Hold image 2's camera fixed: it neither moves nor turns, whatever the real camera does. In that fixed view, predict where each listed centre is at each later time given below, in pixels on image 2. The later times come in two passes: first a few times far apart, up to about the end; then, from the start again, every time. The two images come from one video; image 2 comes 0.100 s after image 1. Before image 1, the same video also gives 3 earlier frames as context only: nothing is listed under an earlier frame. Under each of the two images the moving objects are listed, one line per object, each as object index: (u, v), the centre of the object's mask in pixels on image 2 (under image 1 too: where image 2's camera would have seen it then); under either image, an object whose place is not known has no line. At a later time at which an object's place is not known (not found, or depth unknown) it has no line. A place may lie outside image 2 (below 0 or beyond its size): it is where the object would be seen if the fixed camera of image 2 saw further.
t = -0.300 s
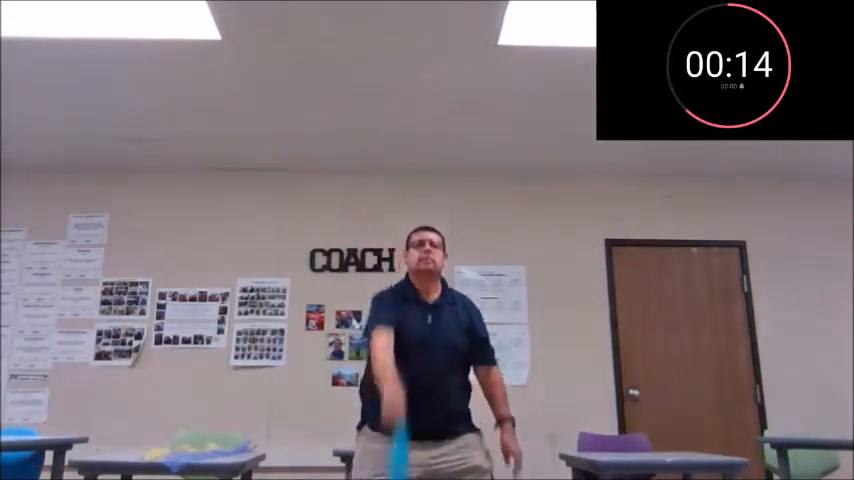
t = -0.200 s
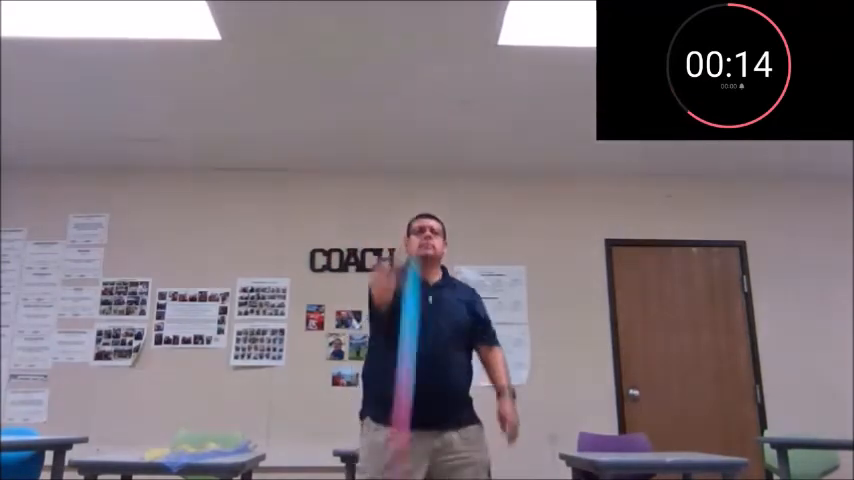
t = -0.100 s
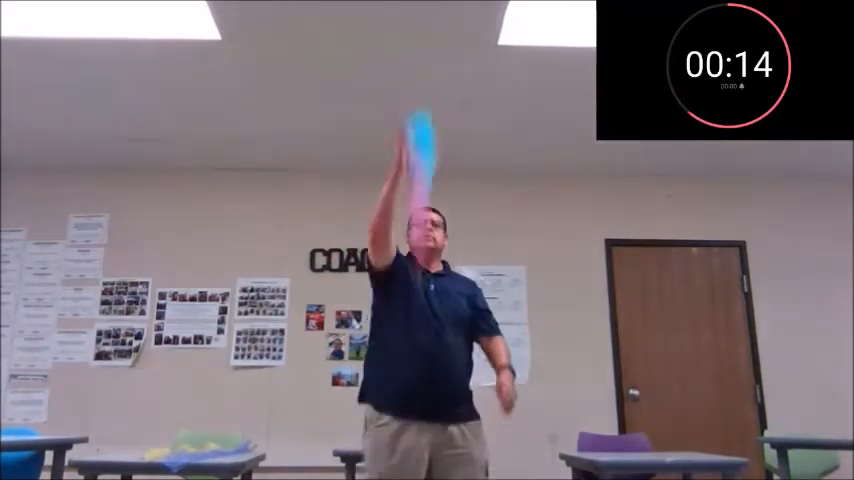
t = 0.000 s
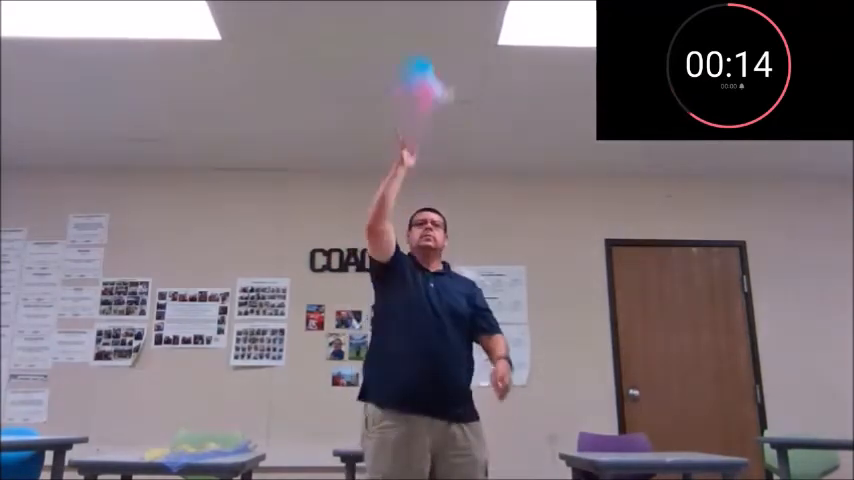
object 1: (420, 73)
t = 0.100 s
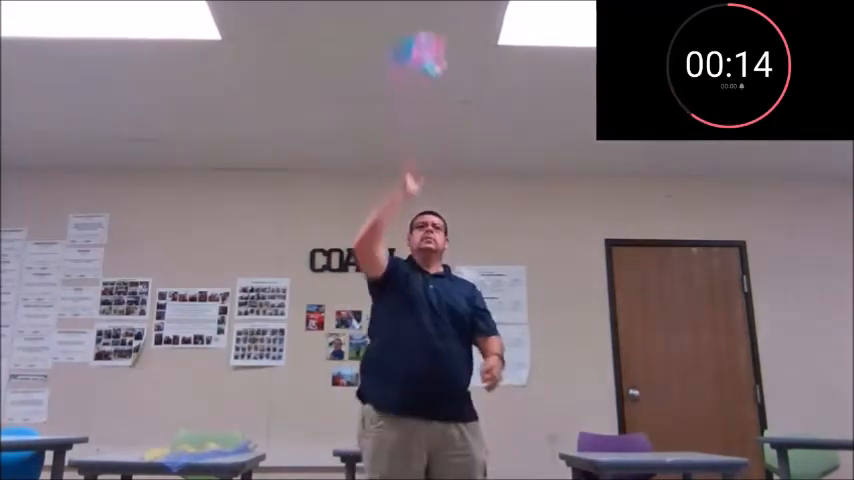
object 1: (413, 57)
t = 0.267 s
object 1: (401, 53)
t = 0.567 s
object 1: (392, 85)
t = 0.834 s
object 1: (385, 126)
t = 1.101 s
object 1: (368, 186)
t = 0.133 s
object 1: (407, 53)
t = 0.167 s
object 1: (407, 51)
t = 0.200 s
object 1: (404, 51)
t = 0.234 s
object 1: (400, 51)
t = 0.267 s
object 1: (401, 53)
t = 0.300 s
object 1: (406, 59)
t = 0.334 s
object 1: (406, 56)
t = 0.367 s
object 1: (404, 59)
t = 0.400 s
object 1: (400, 64)
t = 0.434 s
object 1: (398, 67)
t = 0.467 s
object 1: (397, 70)
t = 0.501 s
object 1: (395, 77)
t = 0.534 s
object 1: (393, 81)
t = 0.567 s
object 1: (392, 85)
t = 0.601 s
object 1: (392, 90)
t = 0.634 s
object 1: (390, 94)
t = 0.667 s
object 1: (391, 100)
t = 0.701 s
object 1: (390, 105)
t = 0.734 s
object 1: (388, 109)
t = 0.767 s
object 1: (387, 115)
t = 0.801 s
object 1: (386, 121)
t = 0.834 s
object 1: (385, 126)
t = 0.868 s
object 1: (383, 132)
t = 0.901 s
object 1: (381, 138)
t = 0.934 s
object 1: (379, 146)
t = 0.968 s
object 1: (377, 153)
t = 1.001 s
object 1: (375, 160)
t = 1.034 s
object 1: (373, 169)
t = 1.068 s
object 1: (371, 178)
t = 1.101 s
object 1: (368, 186)
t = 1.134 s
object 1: (366, 192)
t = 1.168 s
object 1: (363, 200)
